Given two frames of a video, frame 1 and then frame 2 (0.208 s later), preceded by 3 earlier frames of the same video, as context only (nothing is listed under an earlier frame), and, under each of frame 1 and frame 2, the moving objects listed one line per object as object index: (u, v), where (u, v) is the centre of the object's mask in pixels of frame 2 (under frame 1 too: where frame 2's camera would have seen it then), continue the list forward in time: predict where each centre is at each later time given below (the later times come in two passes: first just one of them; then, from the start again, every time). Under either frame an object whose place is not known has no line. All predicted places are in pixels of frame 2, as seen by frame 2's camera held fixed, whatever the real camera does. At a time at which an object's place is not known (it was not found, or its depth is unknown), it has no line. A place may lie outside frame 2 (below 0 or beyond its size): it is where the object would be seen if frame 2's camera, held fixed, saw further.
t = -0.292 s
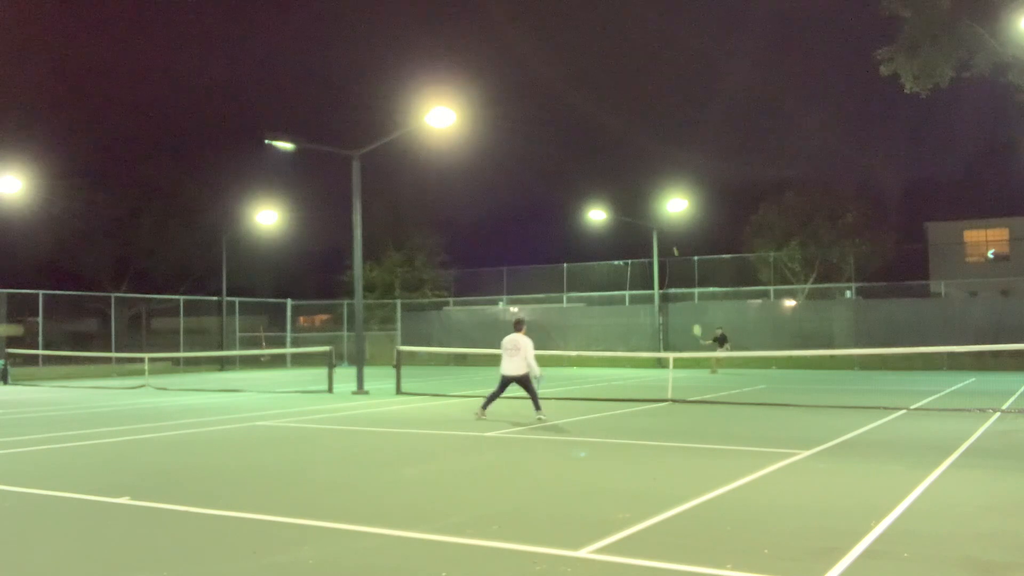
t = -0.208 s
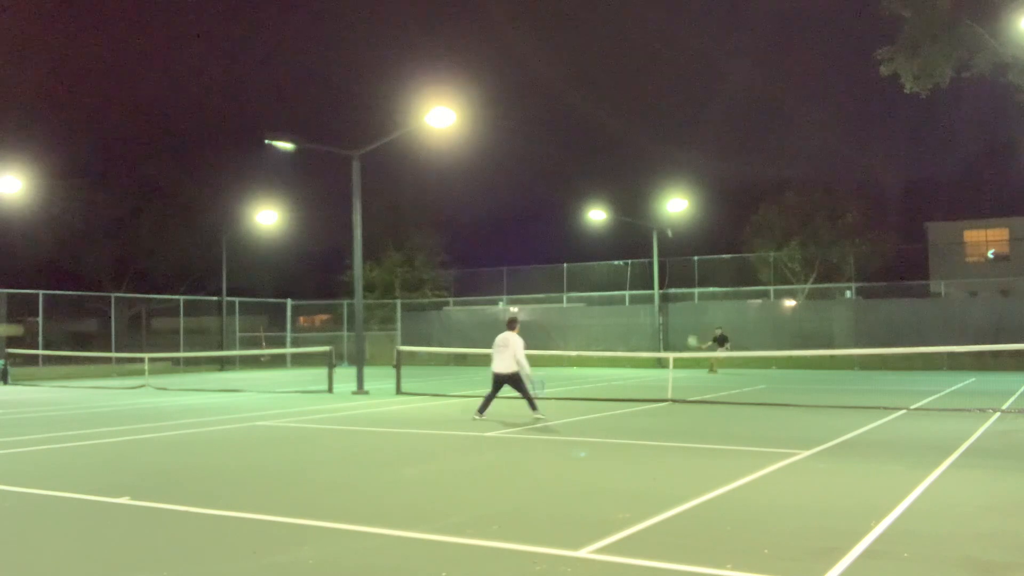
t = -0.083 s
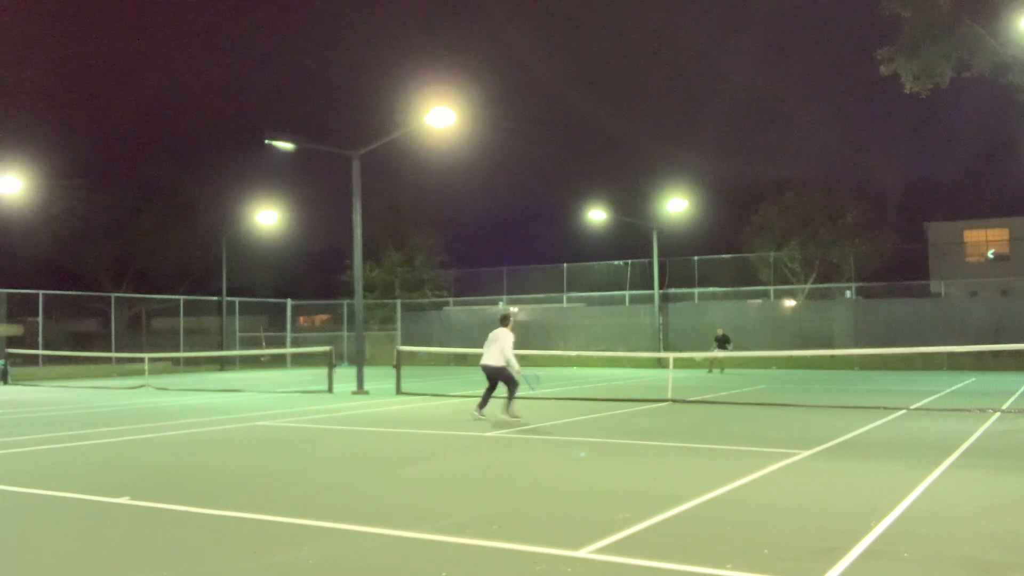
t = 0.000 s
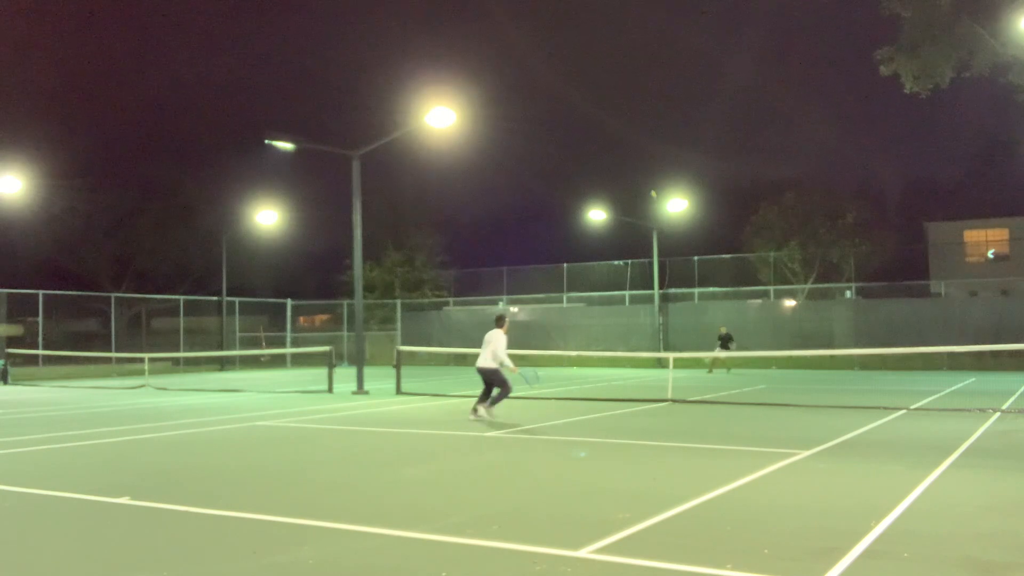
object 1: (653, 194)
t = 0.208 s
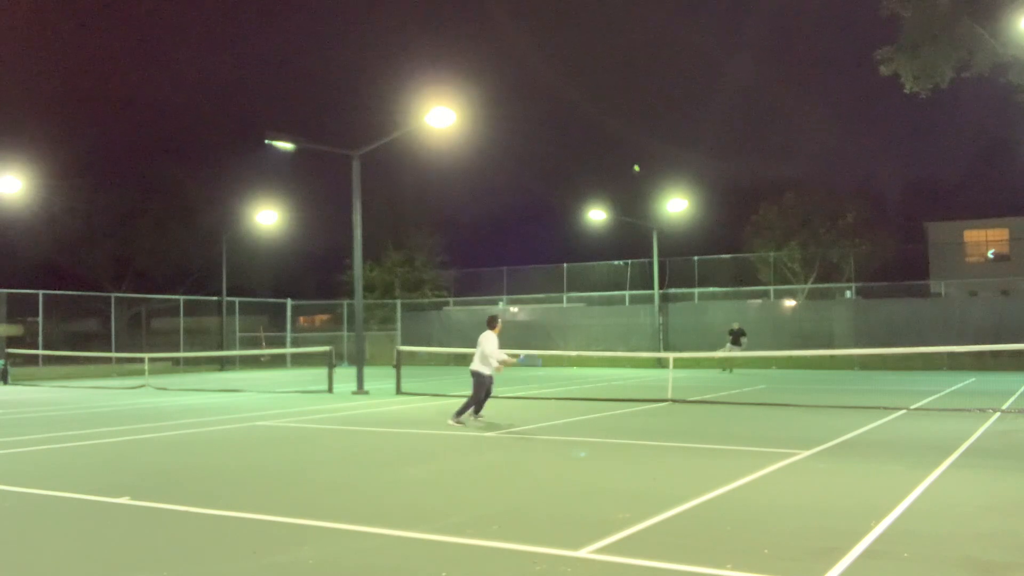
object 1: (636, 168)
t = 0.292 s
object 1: (629, 163)
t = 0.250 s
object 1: (632, 165)
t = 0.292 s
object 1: (629, 163)
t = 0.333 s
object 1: (626, 161)
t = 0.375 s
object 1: (622, 159)
